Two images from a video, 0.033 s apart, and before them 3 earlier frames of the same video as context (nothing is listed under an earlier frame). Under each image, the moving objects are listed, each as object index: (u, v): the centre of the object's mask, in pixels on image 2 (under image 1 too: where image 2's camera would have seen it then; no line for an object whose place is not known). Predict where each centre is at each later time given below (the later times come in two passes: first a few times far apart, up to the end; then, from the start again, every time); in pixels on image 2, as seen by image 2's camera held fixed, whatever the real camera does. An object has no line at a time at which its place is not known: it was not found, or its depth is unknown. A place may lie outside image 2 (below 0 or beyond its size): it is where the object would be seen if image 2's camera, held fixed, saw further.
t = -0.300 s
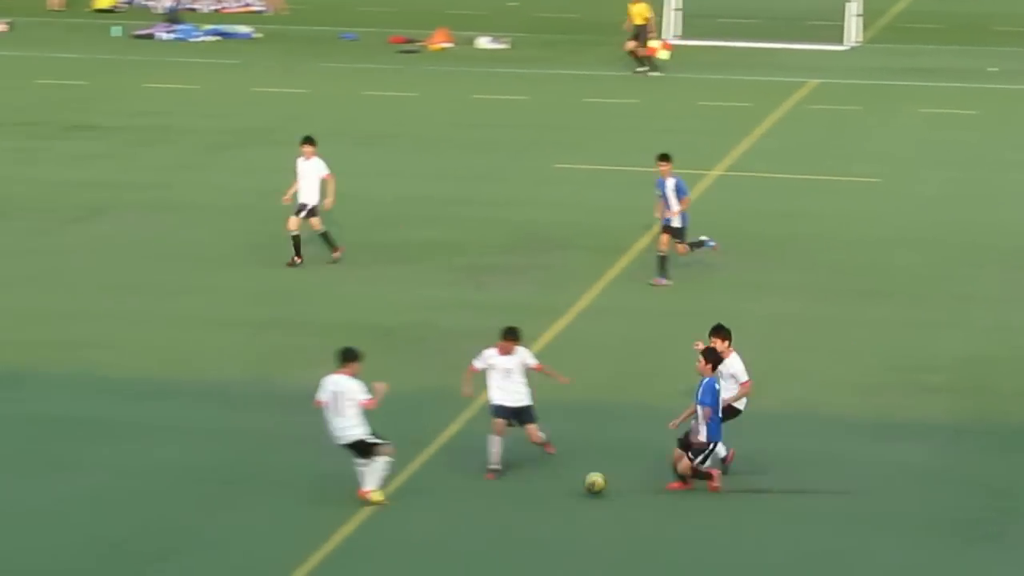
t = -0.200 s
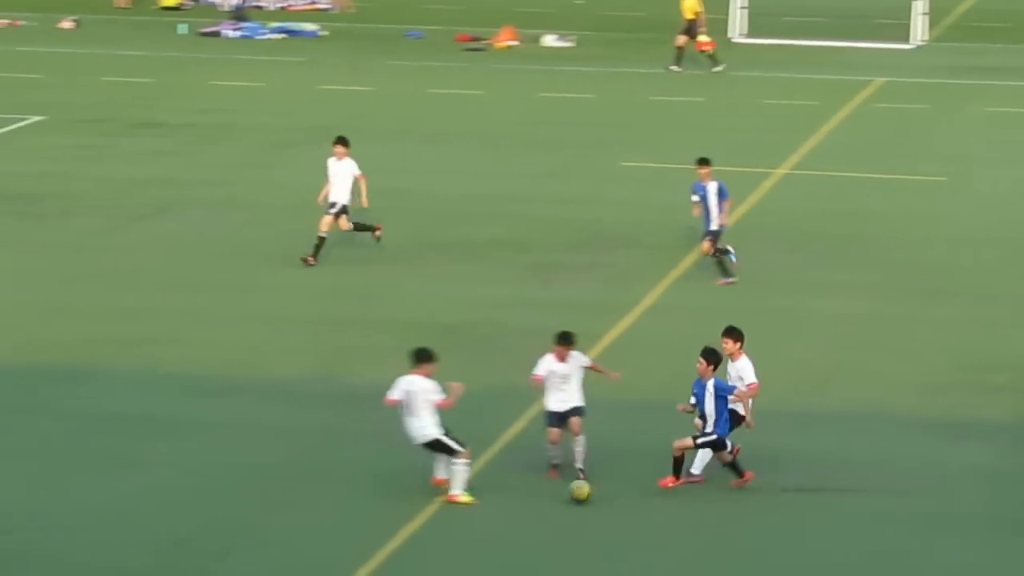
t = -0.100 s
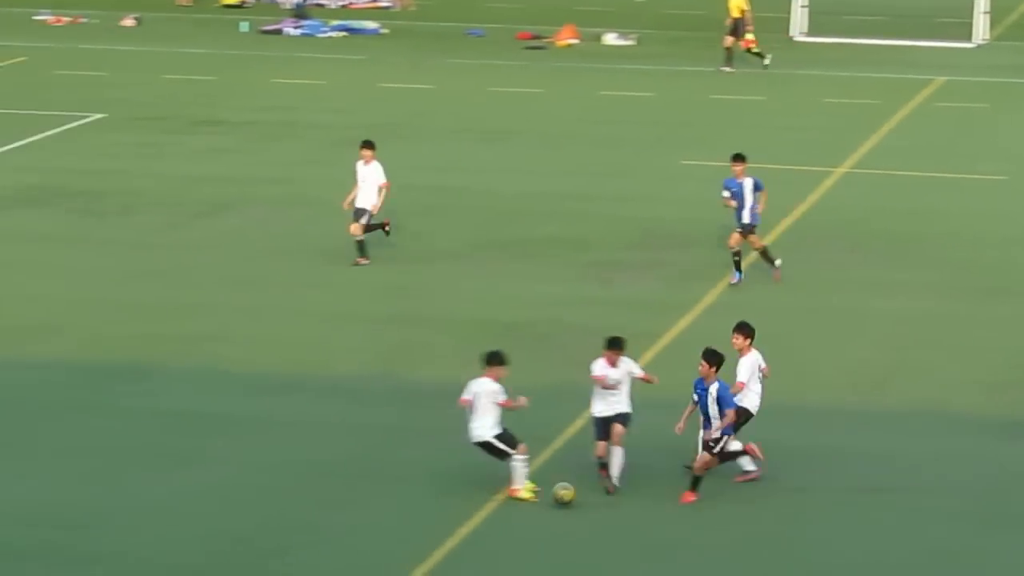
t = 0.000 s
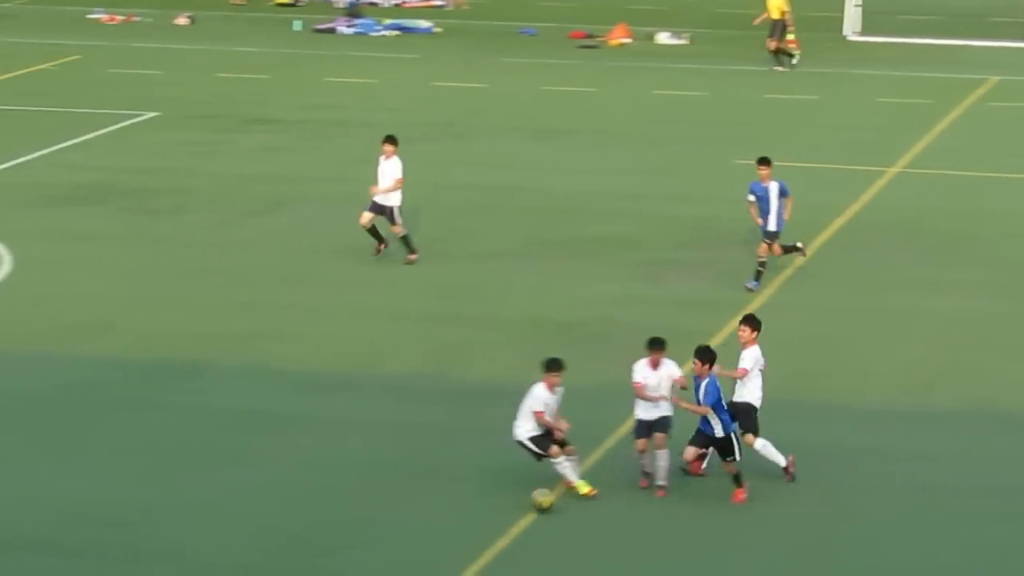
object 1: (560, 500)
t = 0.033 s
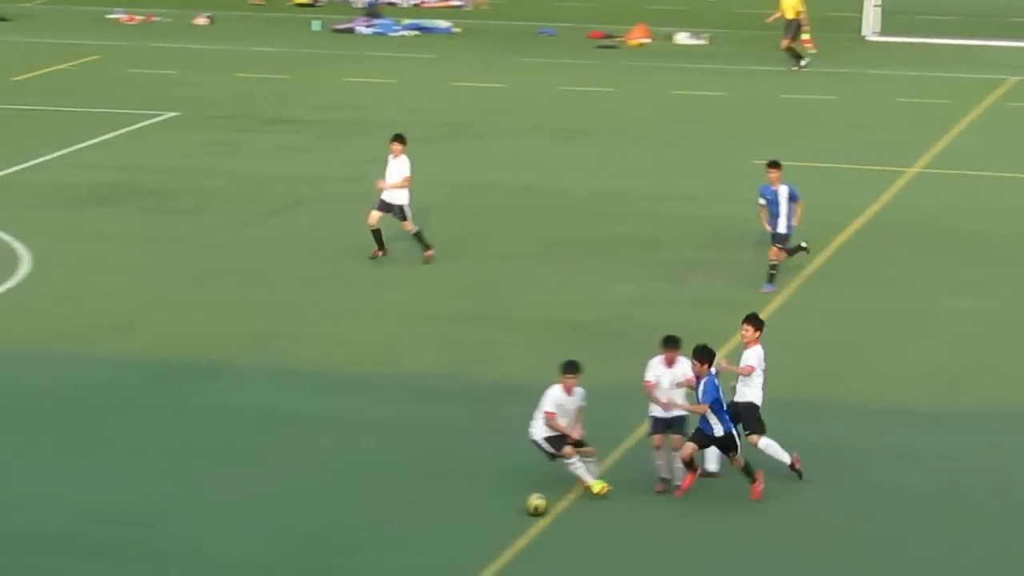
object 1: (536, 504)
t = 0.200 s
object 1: (421, 507)
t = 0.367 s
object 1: (303, 514)
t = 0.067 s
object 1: (515, 503)
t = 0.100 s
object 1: (492, 502)
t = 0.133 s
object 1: (469, 502)
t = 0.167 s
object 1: (445, 504)
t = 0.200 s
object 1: (421, 507)
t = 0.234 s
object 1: (398, 511)
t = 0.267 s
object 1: (374, 511)
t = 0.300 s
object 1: (350, 510)
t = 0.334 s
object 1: (327, 511)
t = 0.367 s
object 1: (303, 514)
